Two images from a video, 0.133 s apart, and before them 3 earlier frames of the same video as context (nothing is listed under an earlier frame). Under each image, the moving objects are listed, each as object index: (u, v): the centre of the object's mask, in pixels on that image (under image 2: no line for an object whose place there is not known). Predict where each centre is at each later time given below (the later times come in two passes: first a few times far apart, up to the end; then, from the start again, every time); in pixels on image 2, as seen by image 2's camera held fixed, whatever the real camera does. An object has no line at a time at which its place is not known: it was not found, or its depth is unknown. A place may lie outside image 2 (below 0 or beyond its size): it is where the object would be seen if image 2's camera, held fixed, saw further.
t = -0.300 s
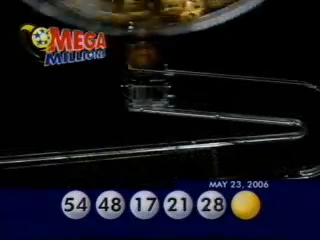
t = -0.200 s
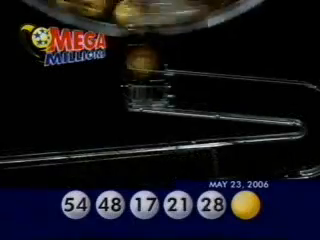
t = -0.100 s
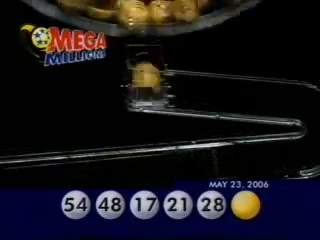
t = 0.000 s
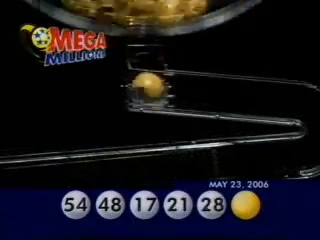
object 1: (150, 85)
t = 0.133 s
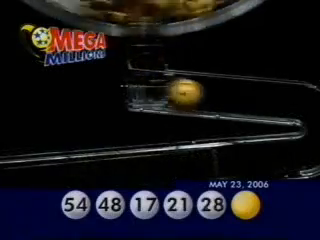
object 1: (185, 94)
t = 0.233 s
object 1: (222, 97)
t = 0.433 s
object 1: (302, 104)
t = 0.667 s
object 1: (246, 160)
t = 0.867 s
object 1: (243, 160)
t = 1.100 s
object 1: (235, 161)
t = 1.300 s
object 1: (235, 161)
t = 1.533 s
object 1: (233, 162)
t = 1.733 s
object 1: (233, 162)
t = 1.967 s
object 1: (233, 162)
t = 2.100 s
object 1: (233, 162)
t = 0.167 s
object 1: (197, 96)
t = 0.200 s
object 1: (209, 96)
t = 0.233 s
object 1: (222, 97)
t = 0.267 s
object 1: (234, 98)
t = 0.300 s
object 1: (247, 99)
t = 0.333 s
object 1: (261, 100)
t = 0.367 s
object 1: (275, 101)
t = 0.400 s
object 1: (289, 102)
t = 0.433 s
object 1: (302, 104)
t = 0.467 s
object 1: (310, 110)
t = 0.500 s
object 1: (314, 126)
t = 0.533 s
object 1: (311, 146)
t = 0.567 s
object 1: (301, 154)
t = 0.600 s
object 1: (283, 157)
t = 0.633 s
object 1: (265, 158)
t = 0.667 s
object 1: (246, 160)
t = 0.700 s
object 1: (235, 159)
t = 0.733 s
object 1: (240, 160)
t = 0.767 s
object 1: (243, 159)
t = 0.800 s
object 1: (243, 160)
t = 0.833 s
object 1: (243, 159)
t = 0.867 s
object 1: (243, 160)
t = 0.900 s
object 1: (242, 160)
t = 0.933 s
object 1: (240, 160)
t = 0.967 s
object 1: (239, 161)
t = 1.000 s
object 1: (237, 160)
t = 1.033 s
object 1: (234, 161)
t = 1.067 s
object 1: (234, 161)
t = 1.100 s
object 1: (235, 161)
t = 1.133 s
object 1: (236, 161)
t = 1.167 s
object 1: (236, 161)
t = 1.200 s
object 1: (237, 161)
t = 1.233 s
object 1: (236, 161)
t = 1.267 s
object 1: (236, 161)
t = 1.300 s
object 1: (235, 161)
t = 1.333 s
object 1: (235, 161)
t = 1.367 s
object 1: (233, 162)
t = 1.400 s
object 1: (233, 162)
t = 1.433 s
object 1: (234, 162)
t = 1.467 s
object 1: (233, 162)
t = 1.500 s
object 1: (233, 162)
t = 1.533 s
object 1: (233, 162)
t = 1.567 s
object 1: (233, 162)
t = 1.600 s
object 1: (233, 162)
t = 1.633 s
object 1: (233, 162)
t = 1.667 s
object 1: (233, 162)
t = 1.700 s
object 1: (233, 162)
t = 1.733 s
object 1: (233, 162)
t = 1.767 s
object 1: (233, 162)
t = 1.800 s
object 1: (233, 162)
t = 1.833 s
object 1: (233, 162)
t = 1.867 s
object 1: (233, 162)
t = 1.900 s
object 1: (233, 162)
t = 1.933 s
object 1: (233, 162)
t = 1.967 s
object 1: (233, 162)
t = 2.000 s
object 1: (233, 162)
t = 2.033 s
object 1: (233, 162)
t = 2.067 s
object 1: (233, 162)
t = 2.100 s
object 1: (233, 162)
